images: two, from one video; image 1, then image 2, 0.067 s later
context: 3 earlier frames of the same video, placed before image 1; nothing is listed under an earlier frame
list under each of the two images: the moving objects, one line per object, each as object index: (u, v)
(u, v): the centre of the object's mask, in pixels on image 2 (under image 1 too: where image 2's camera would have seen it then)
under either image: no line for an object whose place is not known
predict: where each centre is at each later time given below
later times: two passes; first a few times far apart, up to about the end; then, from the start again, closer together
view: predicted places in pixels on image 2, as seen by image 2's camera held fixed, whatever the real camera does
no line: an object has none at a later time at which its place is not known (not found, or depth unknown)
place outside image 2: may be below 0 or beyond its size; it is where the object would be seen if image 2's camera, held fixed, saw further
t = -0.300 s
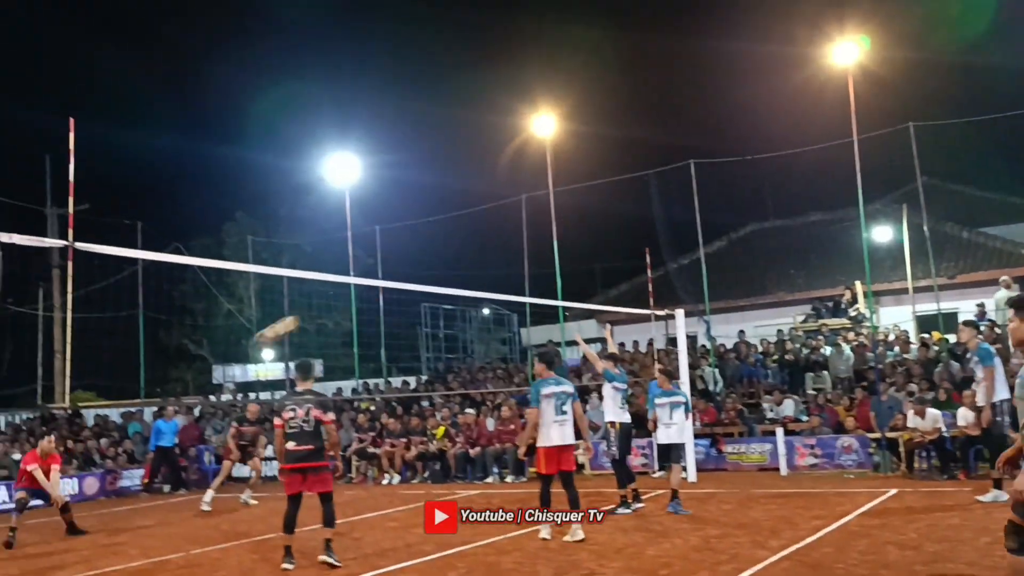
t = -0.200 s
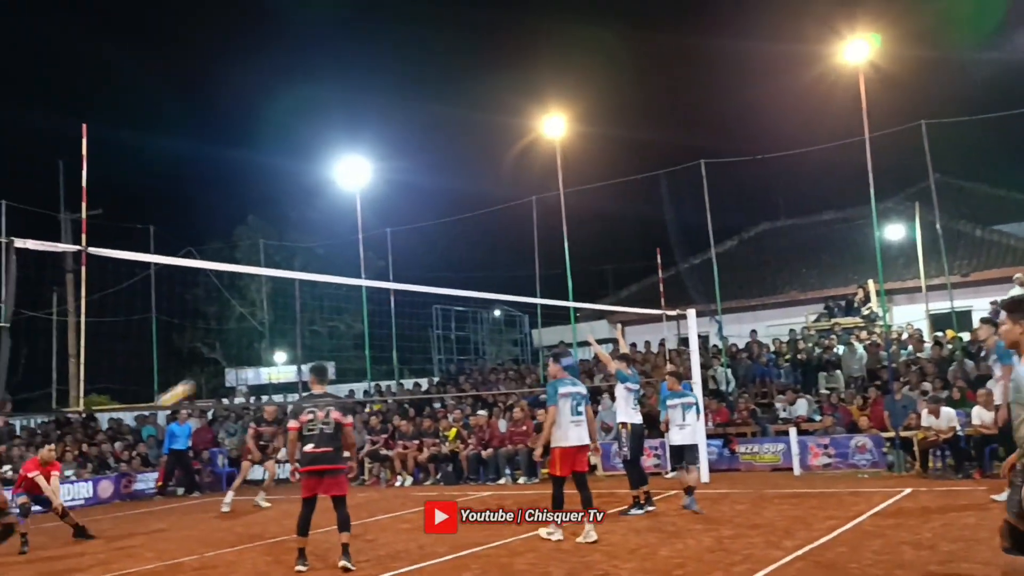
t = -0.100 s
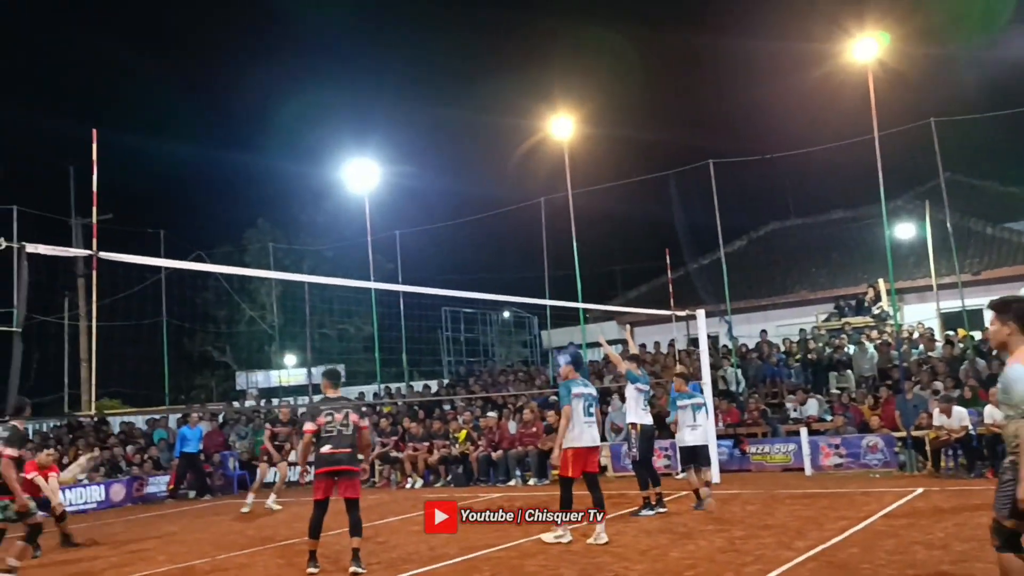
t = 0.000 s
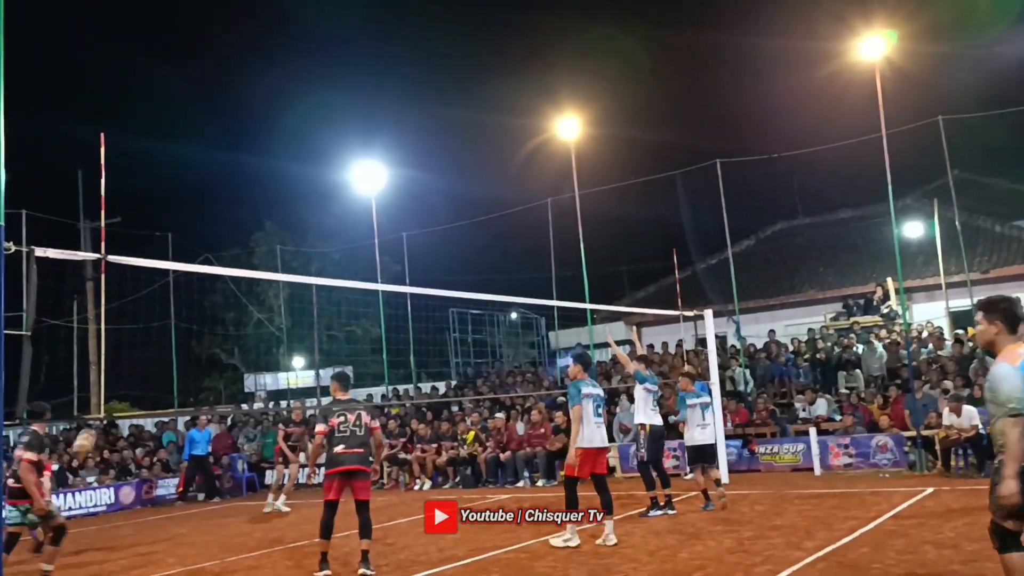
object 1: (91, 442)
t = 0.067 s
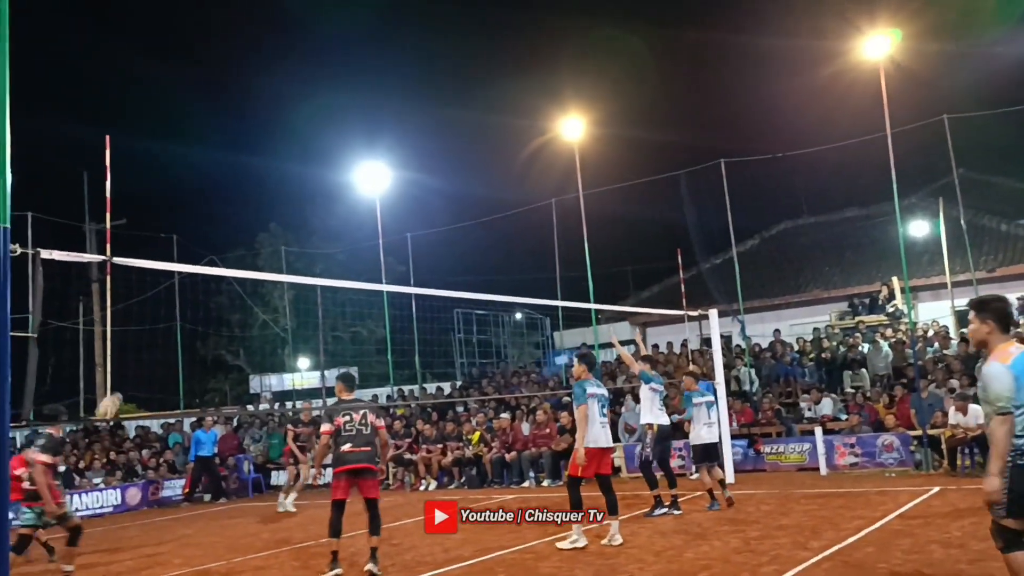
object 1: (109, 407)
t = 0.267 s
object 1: (160, 319)
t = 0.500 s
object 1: (220, 257)
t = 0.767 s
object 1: (291, 240)
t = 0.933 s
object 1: (337, 258)
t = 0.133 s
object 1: (126, 374)
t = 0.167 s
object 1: (134, 358)
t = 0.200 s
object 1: (143, 344)
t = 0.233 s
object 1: (151, 332)
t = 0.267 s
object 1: (160, 319)
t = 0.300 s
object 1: (169, 308)
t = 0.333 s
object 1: (177, 297)
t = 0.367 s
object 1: (186, 287)
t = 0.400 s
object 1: (194, 280)
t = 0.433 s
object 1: (202, 273)
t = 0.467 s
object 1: (213, 261)
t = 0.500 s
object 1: (220, 257)
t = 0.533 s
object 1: (229, 253)
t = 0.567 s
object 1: (237, 248)
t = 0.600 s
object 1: (247, 245)
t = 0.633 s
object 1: (256, 242)
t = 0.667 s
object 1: (264, 241)
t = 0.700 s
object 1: (273, 239)
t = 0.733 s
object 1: (283, 240)
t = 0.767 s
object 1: (291, 240)
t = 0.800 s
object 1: (299, 241)
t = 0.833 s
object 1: (309, 245)
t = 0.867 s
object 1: (318, 248)
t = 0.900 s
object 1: (328, 252)
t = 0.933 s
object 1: (337, 258)
